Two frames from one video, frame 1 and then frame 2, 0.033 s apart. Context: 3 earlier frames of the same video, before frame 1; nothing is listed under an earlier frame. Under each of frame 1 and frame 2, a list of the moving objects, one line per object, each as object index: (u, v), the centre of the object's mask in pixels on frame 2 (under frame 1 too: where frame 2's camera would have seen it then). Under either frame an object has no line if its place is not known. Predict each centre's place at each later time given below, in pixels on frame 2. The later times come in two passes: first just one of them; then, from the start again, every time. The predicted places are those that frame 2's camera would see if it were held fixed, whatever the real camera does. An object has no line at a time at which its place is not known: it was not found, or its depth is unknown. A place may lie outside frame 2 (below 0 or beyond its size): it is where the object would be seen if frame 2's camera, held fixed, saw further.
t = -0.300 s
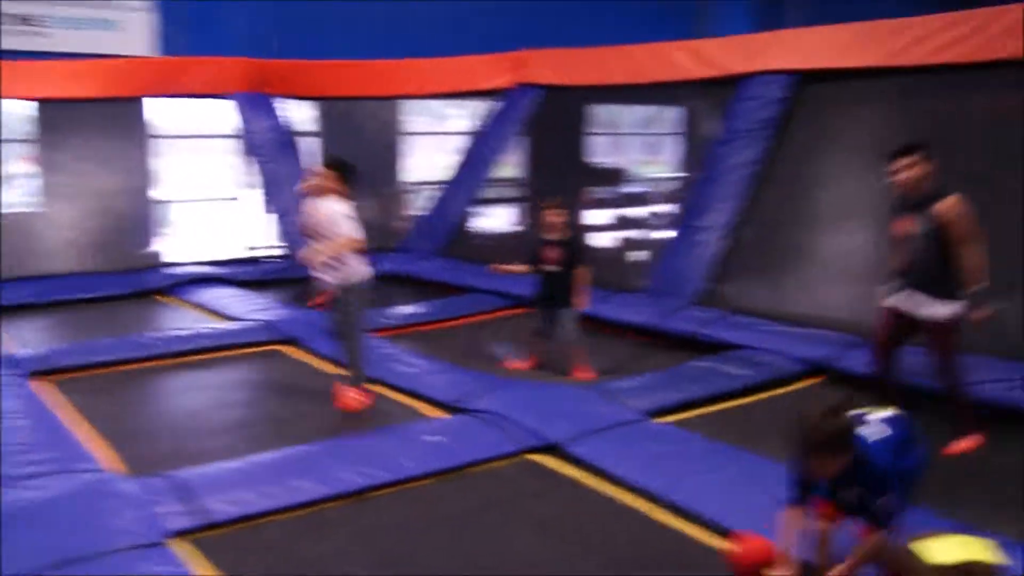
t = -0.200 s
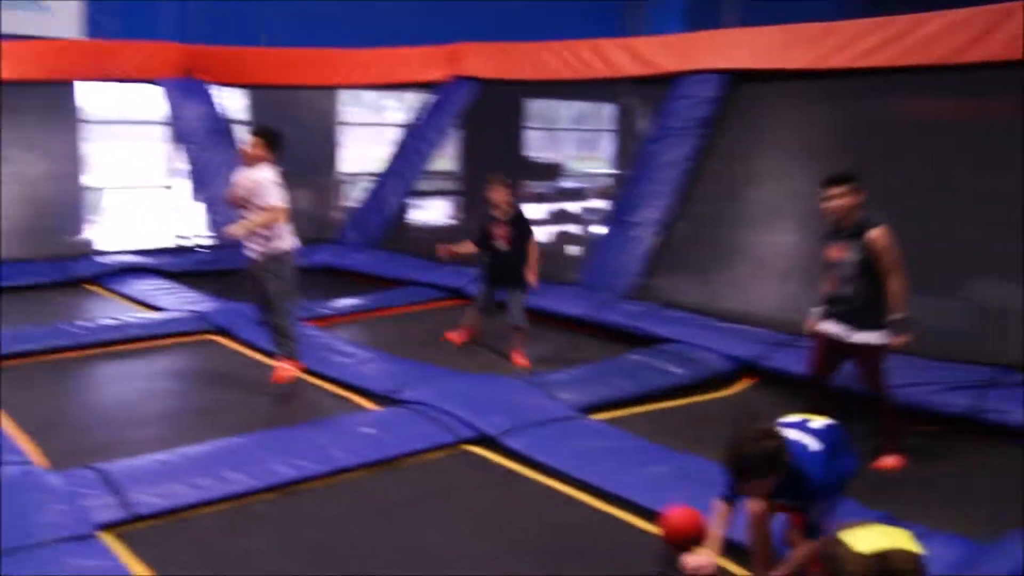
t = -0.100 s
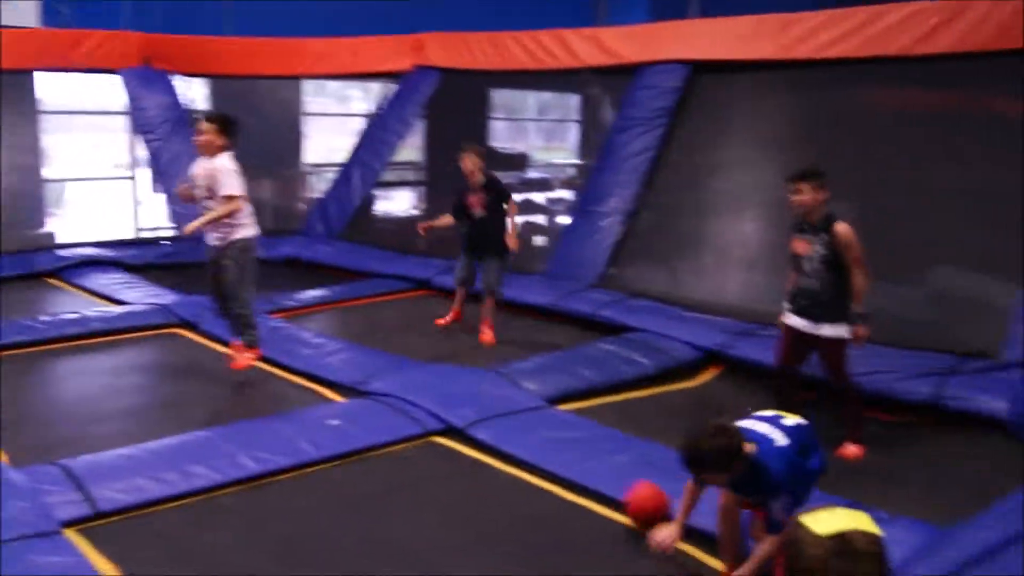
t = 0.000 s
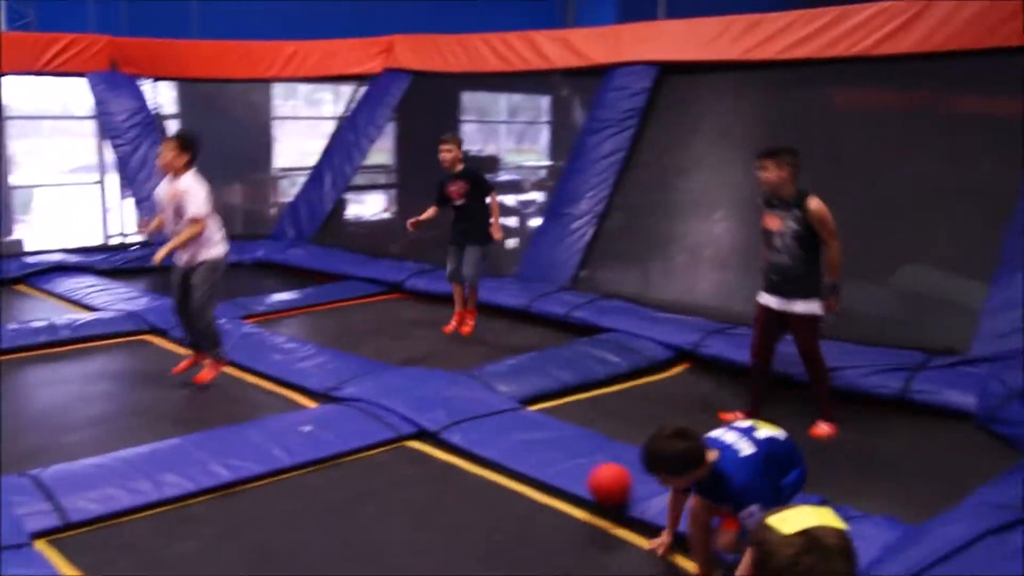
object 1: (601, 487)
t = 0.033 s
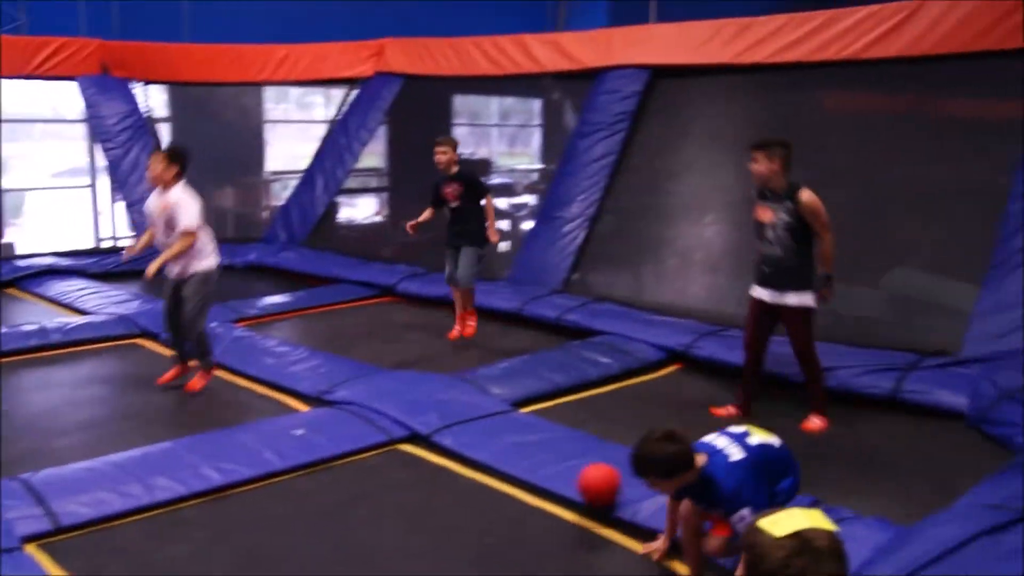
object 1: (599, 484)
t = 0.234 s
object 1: (583, 471)
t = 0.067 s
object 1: (598, 484)
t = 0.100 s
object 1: (596, 484)
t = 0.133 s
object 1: (592, 482)
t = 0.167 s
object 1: (589, 479)
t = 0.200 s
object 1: (586, 475)
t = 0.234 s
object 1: (583, 471)
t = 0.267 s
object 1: (580, 467)
